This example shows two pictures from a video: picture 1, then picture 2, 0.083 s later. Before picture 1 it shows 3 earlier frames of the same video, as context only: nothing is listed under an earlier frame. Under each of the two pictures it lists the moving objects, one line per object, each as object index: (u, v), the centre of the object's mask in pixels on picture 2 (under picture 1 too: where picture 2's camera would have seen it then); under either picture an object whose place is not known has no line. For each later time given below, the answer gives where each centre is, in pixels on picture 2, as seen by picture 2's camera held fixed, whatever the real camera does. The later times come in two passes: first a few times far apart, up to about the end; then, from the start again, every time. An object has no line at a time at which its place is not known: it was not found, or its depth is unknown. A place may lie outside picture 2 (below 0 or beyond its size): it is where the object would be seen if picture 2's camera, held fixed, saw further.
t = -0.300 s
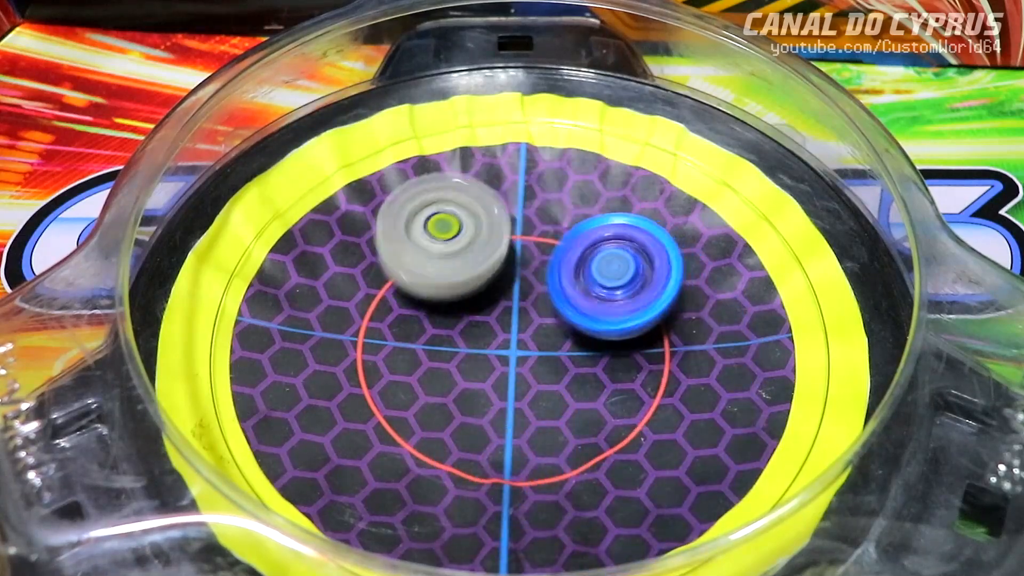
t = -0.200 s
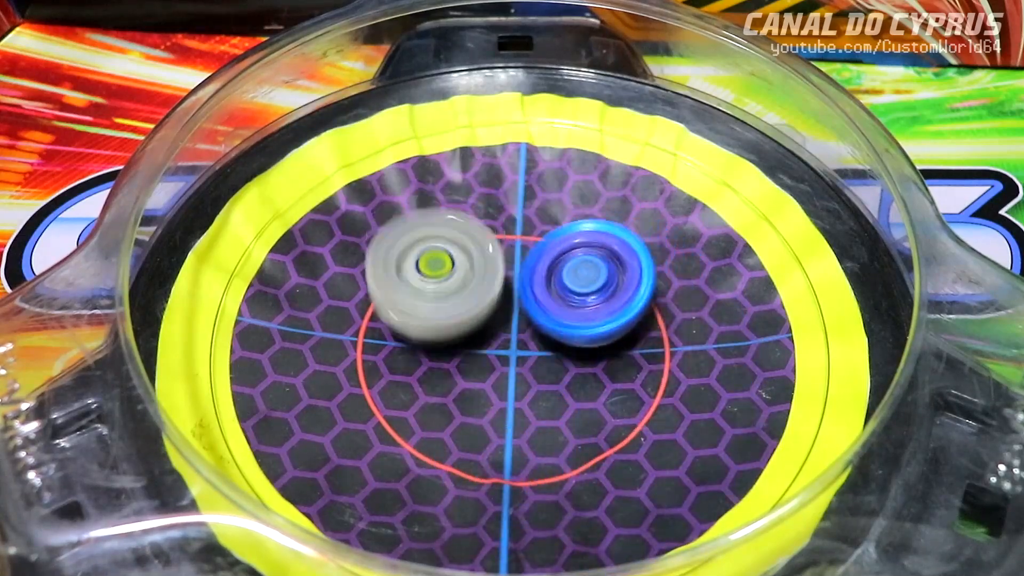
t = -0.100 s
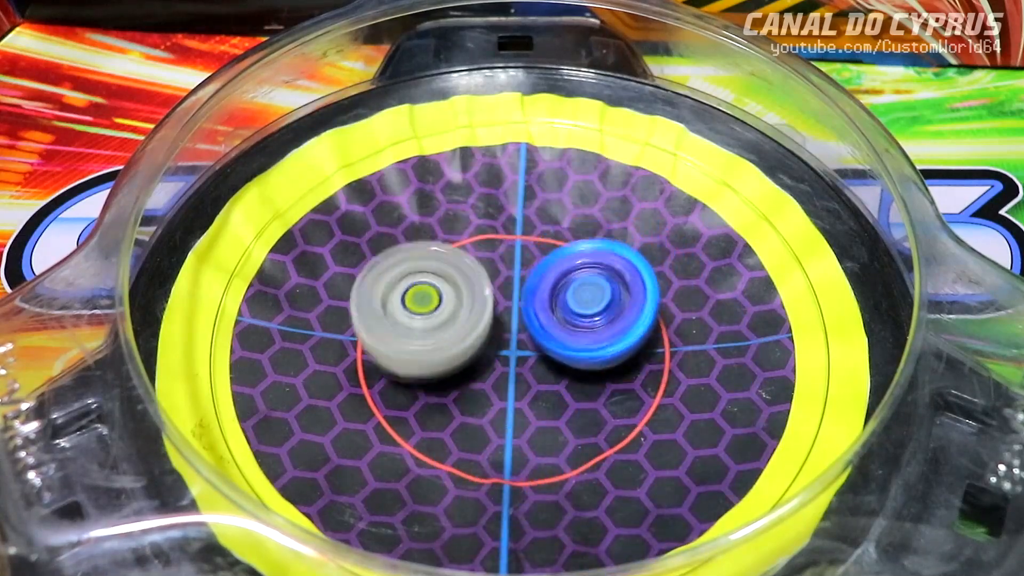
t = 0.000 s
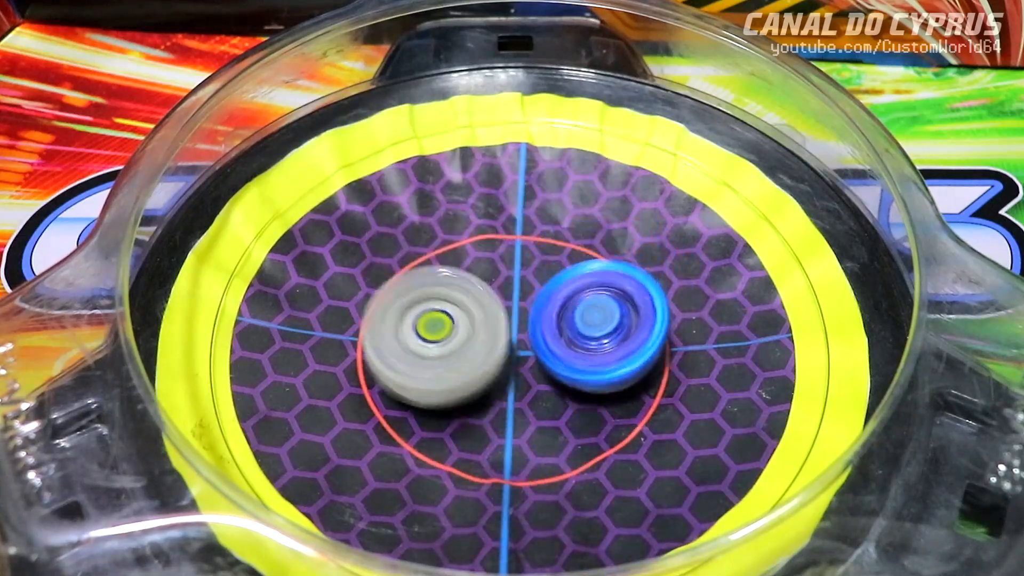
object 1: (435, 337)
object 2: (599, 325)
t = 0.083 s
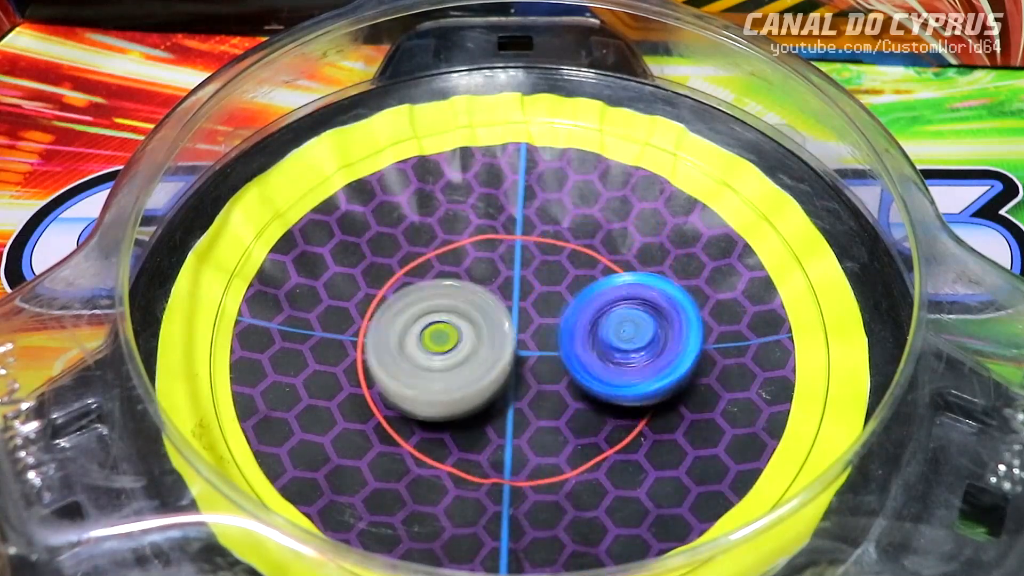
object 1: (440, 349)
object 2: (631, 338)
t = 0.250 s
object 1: (476, 347)
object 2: (695, 338)
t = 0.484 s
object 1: (408, 310)
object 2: (816, 309)
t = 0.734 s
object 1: (420, 361)
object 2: (587, 310)
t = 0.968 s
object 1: (376, 431)
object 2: (546, 237)
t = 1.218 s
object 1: (547, 388)
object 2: (509, 267)
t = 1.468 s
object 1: (580, 350)
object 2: (464, 249)
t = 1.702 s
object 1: (609, 357)
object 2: (328, 212)
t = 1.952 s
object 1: (585, 298)
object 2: (410, 385)
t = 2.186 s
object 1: (553, 353)
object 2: (777, 389)
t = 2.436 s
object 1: (561, 354)
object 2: (579, 149)
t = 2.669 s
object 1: (520, 363)
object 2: (243, 330)
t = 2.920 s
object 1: (517, 362)
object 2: (634, 497)
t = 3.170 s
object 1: (480, 335)
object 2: (697, 187)
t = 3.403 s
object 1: (491, 341)
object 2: (513, 187)
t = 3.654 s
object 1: (401, 468)
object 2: (524, 204)
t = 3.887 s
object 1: (496, 472)
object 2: (510, 235)
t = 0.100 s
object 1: (436, 350)
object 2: (644, 339)
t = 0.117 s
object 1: (435, 350)
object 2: (654, 341)
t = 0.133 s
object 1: (436, 350)
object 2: (662, 341)
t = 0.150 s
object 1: (437, 351)
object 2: (670, 341)
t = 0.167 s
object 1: (439, 350)
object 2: (678, 342)
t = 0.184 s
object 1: (444, 350)
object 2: (684, 341)
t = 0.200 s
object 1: (450, 350)
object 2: (688, 341)
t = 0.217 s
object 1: (458, 350)
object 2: (691, 339)
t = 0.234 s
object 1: (466, 348)
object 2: (694, 339)
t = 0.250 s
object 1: (476, 347)
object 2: (695, 338)
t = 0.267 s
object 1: (486, 346)
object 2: (694, 337)
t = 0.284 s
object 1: (496, 343)
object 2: (692, 335)
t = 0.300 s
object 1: (505, 342)
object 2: (689, 332)
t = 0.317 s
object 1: (515, 340)
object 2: (686, 331)
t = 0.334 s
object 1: (525, 339)
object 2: (682, 329)
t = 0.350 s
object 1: (530, 338)
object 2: (682, 328)
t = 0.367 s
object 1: (514, 333)
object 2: (704, 325)
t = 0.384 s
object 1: (495, 328)
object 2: (725, 324)
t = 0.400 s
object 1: (476, 326)
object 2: (744, 323)
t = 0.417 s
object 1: (459, 322)
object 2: (764, 318)
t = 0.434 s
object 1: (444, 319)
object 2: (783, 316)
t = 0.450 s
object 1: (431, 315)
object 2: (797, 313)
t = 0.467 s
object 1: (419, 312)
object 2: (807, 311)
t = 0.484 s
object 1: (408, 310)
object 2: (816, 309)
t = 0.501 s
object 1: (400, 308)
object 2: (818, 308)
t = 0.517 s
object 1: (392, 308)
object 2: (812, 308)
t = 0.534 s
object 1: (386, 308)
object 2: (803, 308)
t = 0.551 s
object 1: (382, 310)
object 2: (791, 306)
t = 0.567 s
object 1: (378, 312)
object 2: (777, 308)
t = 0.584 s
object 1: (376, 315)
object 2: (762, 308)
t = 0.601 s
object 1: (375, 319)
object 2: (745, 309)
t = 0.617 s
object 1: (377, 322)
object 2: (730, 309)
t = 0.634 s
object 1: (379, 327)
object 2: (712, 310)
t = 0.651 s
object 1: (383, 332)
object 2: (693, 310)
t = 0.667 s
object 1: (388, 337)
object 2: (673, 310)
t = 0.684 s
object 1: (394, 343)
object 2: (652, 309)
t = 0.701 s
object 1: (402, 349)
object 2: (629, 311)
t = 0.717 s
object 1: (410, 356)
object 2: (608, 312)
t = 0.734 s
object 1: (420, 361)
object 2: (587, 310)
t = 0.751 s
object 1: (431, 365)
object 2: (566, 309)
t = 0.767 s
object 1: (429, 373)
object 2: (553, 307)
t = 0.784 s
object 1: (414, 383)
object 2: (550, 298)
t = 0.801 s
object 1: (401, 392)
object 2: (550, 290)
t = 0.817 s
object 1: (390, 401)
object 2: (551, 282)
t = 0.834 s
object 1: (381, 407)
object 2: (551, 274)
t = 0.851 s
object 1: (374, 414)
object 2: (550, 268)
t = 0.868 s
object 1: (369, 419)
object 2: (550, 260)
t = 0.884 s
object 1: (365, 425)
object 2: (550, 255)
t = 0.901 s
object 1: (363, 428)
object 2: (549, 252)
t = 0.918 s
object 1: (363, 431)
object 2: (549, 246)
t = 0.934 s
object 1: (366, 430)
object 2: (548, 242)
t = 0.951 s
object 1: (370, 431)
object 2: (547, 241)
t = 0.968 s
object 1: (376, 431)
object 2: (546, 237)
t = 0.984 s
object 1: (383, 431)
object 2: (544, 236)
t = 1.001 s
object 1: (392, 428)
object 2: (543, 237)
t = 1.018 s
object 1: (402, 426)
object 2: (541, 235)
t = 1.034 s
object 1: (411, 421)
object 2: (540, 236)
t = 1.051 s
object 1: (421, 417)
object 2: (537, 239)
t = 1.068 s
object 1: (432, 412)
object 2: (535, 239)
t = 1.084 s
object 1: (444, 407)
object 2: (533, 242)
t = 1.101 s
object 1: (458, 403)
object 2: (530, 246)
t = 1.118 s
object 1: (471, 399)
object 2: (527, 249)
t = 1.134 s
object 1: (485, 395)
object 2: (525, 254)
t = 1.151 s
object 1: (499, 392)
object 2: (521, 259)
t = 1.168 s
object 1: (512, 388)
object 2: (518, 262)
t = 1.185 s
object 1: (525, 384)
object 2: (515, 266)
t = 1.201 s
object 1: (535, 382)
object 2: (512, 270)
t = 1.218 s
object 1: (547, 388)
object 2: (509, 267)
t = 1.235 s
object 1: (558, 395)
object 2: (506, 262)
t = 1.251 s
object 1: (568, 401)
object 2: (502, 256)
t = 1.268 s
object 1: (577, 403)
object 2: (498, 250)
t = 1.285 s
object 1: (584, 405)
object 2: (495, 245)
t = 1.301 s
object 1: (590, 405)
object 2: (491, 242)
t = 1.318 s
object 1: (594, 402)
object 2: (488, 238)
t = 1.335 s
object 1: (597, 399)
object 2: (485, 237)
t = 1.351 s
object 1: (600, 394)
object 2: (481, 236)
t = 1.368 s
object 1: (601, 389)
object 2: (478, 235)
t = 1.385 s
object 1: (601, 383)
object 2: (475, 236)
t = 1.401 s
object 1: (599, 377)
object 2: (473, 238)
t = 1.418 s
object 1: (596, 370)
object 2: (470, 239)
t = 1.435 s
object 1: (592, 364)
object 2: (468, 242)
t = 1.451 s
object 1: (586, 357)
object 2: (465, 246)
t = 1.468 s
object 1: (580, 350)
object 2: (464, 249)
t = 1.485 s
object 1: (574, 343)
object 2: (462, 254)
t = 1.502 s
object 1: (567, 337)
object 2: (460, 259)
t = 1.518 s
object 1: (562, 332)
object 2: (457, 262)
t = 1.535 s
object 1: (567, 337)
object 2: (450, 256)
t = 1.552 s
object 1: (576, 345)
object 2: (435, 246)
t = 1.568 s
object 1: (584, 352)
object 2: (420, 238)
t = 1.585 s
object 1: (590, 357)
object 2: (406, 229)
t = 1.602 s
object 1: (596, 361)
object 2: (392, 223)
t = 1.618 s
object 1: (600, 363)
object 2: (380, 217)
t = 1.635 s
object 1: (603, 364)
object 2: (367, 213)
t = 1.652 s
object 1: (606, 364)
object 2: (356, 210)
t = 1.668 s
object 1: (607, 363)
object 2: (346, 208)
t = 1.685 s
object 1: (609, 360)
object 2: (336, 208)
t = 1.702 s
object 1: (609, 357)
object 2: (328, 212)
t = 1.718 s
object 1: (608, 353)
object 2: (320, 215)
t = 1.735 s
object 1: (606, 348)
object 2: (314, 219)
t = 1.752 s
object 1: (605, 344)
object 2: (309, 225)
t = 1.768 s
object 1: (602, 339)
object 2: (306, 233)
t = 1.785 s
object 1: (600, 334)
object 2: (305, 241)
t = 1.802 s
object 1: (598, 328)
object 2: (305, 253)
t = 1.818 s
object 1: (596, 323)
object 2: (308, 266)
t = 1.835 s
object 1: (594, 317)
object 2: (312, 277)
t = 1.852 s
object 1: (592, 311)
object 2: (318, 290)
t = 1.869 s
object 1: (591, 307)
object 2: (327, 305)
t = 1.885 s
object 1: (589, 303)
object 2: (338, 322)
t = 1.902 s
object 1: (588, 300)
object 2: (353, 338)
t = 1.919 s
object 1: (587, 299)
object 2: (369, 354)
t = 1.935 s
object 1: (586, 298)
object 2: (388, 370)
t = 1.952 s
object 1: (585, 298)
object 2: (410, 385)
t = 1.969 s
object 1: (583, 299)
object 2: (434, 399)
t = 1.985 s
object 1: (581, 302)
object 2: (459, 411)
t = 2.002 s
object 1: (578, 304)
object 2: (488, 422)
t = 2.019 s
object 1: (576, 307)
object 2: (516, 429)
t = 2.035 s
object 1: (573, 309)
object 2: (547, 437)
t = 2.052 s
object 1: (568, 312)
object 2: (578, 439)
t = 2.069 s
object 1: (564, 317)
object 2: (609, 441)
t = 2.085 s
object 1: (561, 324)
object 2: (639, 438)
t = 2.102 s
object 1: (560, 332)
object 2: (670, 435)
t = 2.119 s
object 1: (559, 338)
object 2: (693, 430)
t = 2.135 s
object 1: (558, 343)
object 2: (719, 423)
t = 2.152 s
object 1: (557, 347)
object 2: (741, 414)
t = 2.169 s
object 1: (555, 351)
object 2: (762, 403)
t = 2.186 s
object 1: (553, 353)
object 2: (777, 389)
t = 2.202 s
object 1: (552, 355)
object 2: (781, 372)
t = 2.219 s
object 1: (550, 356)
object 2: (786, 358)
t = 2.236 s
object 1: (549, 357)
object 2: (782, 343)
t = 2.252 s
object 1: (548, 358)
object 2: (777, 326)
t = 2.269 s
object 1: (547, 358)
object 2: (768, 307)
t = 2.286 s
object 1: (548, 357)
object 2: (758, 291)
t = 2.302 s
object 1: (548, 356)
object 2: (746, 274)
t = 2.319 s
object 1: (549, 355)
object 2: (730, 257)
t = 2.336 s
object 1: (550, 355)
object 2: (714, 241)
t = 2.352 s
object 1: (552, 353)
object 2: (695, 225)
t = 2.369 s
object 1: (555, 353)
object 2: (677, 211)
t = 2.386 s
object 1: (557, 352)
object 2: (654, 196)
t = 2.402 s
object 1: (559, 352)
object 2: (629, 183)
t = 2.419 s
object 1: (560, 353)
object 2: (605, 171)
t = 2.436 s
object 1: (561, 354)
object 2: (579, 149)
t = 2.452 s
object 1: (561, 356)
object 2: (552, 140)
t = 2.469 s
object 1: (561, 358)
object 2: (524, 130)
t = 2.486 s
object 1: (560, 360)
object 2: (496, 122)
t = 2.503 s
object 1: (558, 362)
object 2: (466, 119)
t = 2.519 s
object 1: (555, 363)
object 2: (438, 118)
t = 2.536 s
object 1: (551, 365)
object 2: (408, 126)
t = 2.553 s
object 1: (547, 367)
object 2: (382, 143)
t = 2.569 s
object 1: (543, 368)
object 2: (355, 163)
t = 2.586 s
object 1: (539, 369)
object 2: (330, 186)
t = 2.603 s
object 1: (535, 369)
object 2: (306, 208)
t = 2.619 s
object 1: (530, 368)
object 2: (280, 232)
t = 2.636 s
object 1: (526, 367)
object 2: (262, 262)
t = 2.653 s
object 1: (522, 365)
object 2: (251, 294)
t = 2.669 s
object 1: (520, 363)
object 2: (243, 330)
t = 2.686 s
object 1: (519, 361)
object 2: (238, 364)
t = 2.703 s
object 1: (518, 359)
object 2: (242, 401)
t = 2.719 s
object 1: (517, 357)
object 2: (241, 442)
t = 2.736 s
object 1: (517, 356)
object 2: (245, 486)
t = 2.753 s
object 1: (517, 355)
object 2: (262, 512)
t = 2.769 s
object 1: (518, 355)
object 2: (298, 522)
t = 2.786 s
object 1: (519, 354)
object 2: (334, 526)
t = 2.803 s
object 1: (518, 355)
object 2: (386, 517)
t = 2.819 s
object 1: (519, 356)
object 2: (417, 522)
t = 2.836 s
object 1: (520, 356)
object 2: (454, 526)
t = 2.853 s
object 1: (520, 357)
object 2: (498, 524)
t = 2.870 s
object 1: (520, 358)
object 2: (533, 521)
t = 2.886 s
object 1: (519, 359)
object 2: (571, 516)
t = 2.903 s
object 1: (519, 361)
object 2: (604, 508)
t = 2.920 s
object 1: (517, 362)
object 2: (634, 497)
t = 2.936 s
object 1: (514, 362)
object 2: (662, 476)
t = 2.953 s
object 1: (511, 362)
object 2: (689, 453)
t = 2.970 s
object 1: (506, 361)
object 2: (709, 429)
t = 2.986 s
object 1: (503, 360)
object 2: (724, 407)
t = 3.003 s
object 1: (499, 359)
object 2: (733, 381)
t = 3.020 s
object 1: (495, 357)
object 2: (742, 354)
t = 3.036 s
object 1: (490, 355)
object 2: (747, 332)
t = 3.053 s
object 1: (486, 353)
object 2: (747, 307)
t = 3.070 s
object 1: (484, 351)
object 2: (747, 285)
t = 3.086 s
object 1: (482, 348)
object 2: (742, 265)
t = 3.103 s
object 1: (479, 346)
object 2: (736, 248)
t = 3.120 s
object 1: (477, 343)
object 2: (729, 229)
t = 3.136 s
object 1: (477, 341)
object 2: (720, 214)
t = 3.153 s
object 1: (479, 338)
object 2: (709, 198)
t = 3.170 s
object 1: (480, 335)
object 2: (697, 187)
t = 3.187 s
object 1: (481, 333)
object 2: (683, 176)
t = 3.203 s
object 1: (482, 332)
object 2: (670, 168)
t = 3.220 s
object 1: (485, 331)
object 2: (655, 162)
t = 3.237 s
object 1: (487, 329)
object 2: (642, 159)
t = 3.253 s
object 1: (488, 329)
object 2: (627, 157)
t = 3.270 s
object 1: (490, 329)
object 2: (613, 154)
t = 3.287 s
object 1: (493, 329)
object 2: (599, 154)
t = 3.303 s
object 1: (495, 330)
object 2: (586, 155)
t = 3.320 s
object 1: (495, 331)
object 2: (573, 158)
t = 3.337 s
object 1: (496, 333)
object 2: (560, 162)
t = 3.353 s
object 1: (497, 334)
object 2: (547, 167)
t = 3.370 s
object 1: (495, 337)
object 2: (535, 173)
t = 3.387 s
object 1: (493, 339)
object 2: (524, 179)
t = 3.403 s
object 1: (491, 341)
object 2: (513, 187)
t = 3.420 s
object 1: (489, 343)
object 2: (504, 194)
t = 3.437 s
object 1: (485, 344)
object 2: (496, 202)
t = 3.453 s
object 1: (481, 344)
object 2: (489, 211)
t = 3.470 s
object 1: (478, 345)
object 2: (482, 220)
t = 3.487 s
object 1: (475, 345)
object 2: (477, 227)
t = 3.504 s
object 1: (468, 350)
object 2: (473, 234)
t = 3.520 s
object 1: (454, 369)
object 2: (478, 232)
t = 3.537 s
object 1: (442, 386)
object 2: (485, 228)
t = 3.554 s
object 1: (428, 406)
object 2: (493, 224)
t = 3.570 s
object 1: (420, 421)
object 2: (502, 218)
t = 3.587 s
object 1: (411, 434)
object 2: (510, 214)
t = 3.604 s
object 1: (404, 446)
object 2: (516, 211)
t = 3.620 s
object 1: (401, 455)
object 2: (520, 208)
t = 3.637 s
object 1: (399, 462)
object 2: (523, 206)
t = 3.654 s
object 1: (401, 468)
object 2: (524, 204)
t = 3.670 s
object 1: (405, 472)
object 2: (524, 203)
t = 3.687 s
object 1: (410, 475)
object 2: (524, 203)
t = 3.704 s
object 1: (417, 477)
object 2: (525, 204)
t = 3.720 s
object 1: (423, 479)
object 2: (526, 205)
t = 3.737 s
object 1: (432, 480)
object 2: (527, 207)
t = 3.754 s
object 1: (440, 480)
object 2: (528, 209)
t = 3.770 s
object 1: (448, 480)
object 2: (528, 212)
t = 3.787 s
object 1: (455, 479)
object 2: (528, 215)
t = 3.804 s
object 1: (463, 479)
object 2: (527, 219)
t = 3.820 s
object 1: (471, 478)
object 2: (525, 222)
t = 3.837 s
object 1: (477, 476)
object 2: (522, 226)
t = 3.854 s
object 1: (483, 475)
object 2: (519, 230)
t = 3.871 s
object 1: (488, 473)
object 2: (514, 233)
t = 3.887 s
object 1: (496, 472)
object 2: (510, 235)
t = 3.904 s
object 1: (501, 469)
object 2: (505, 237)
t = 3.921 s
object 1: (506, 467)
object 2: (500, 239)
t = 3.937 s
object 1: (510, 466)
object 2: (497, 240)
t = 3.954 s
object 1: (515, 464)
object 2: (495, 241)
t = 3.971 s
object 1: (520, 461)
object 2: (493, 242)
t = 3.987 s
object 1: (524, 459)
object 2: (492, 242)
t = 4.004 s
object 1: (528, 456)
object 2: (492, 243)
